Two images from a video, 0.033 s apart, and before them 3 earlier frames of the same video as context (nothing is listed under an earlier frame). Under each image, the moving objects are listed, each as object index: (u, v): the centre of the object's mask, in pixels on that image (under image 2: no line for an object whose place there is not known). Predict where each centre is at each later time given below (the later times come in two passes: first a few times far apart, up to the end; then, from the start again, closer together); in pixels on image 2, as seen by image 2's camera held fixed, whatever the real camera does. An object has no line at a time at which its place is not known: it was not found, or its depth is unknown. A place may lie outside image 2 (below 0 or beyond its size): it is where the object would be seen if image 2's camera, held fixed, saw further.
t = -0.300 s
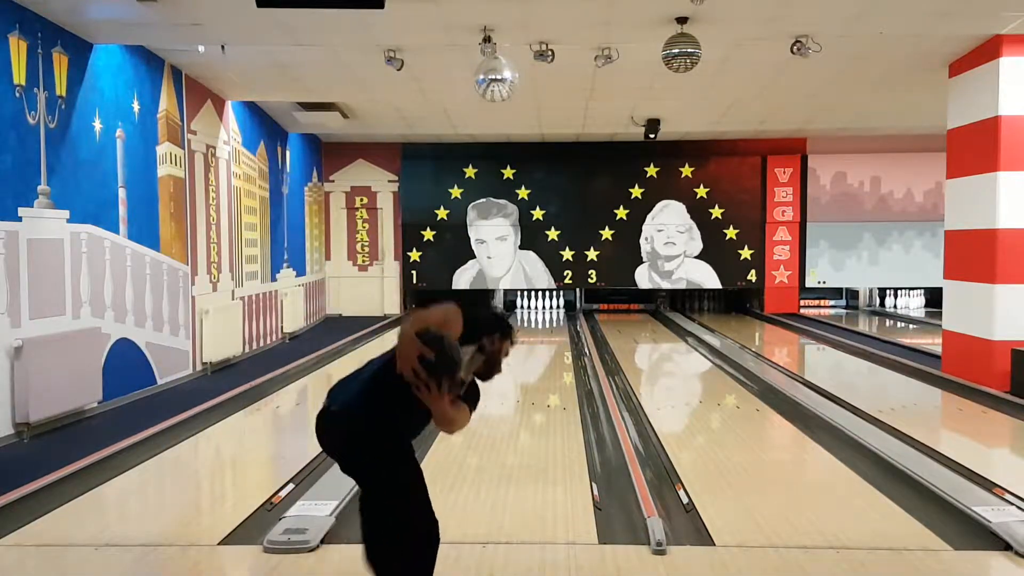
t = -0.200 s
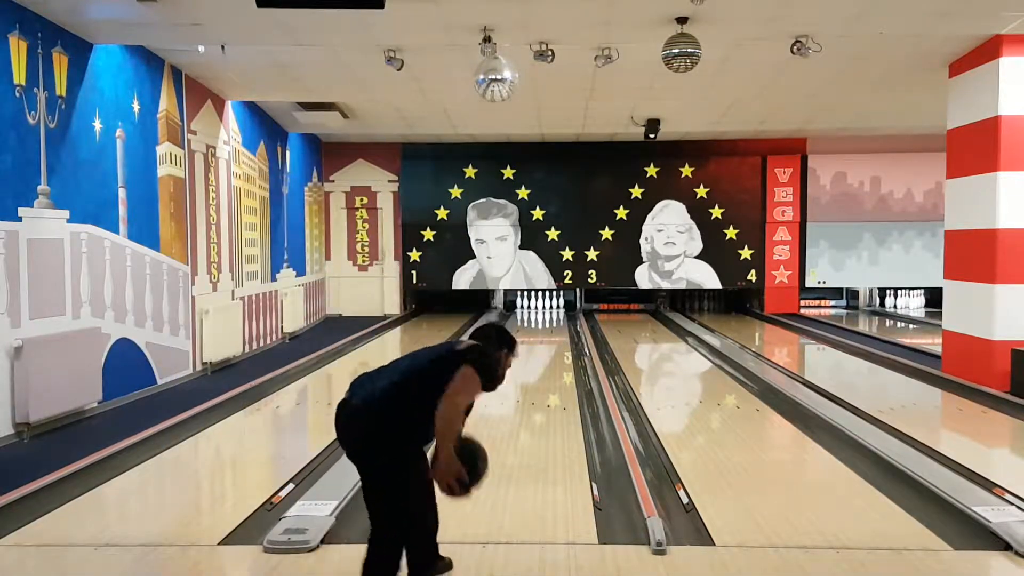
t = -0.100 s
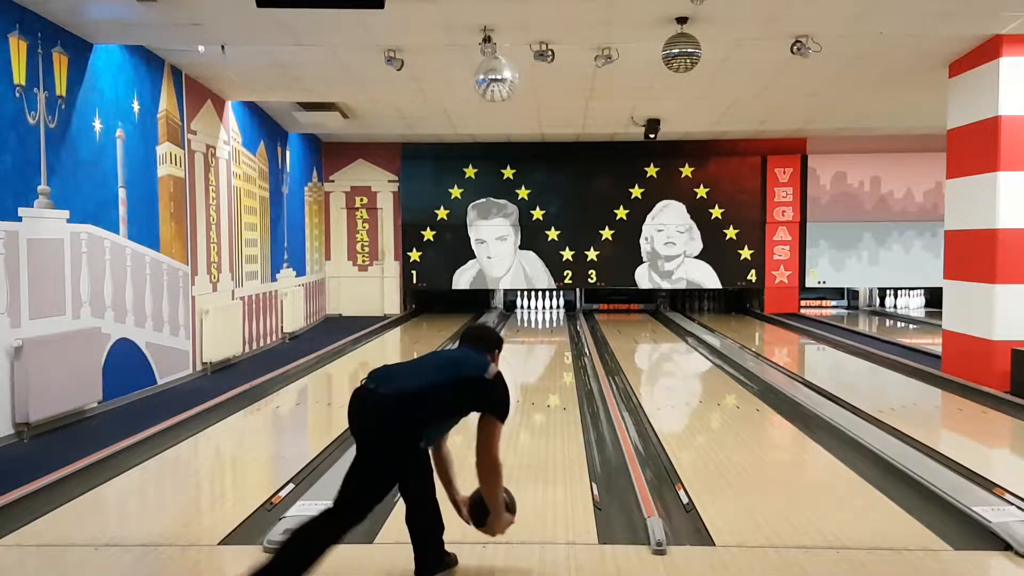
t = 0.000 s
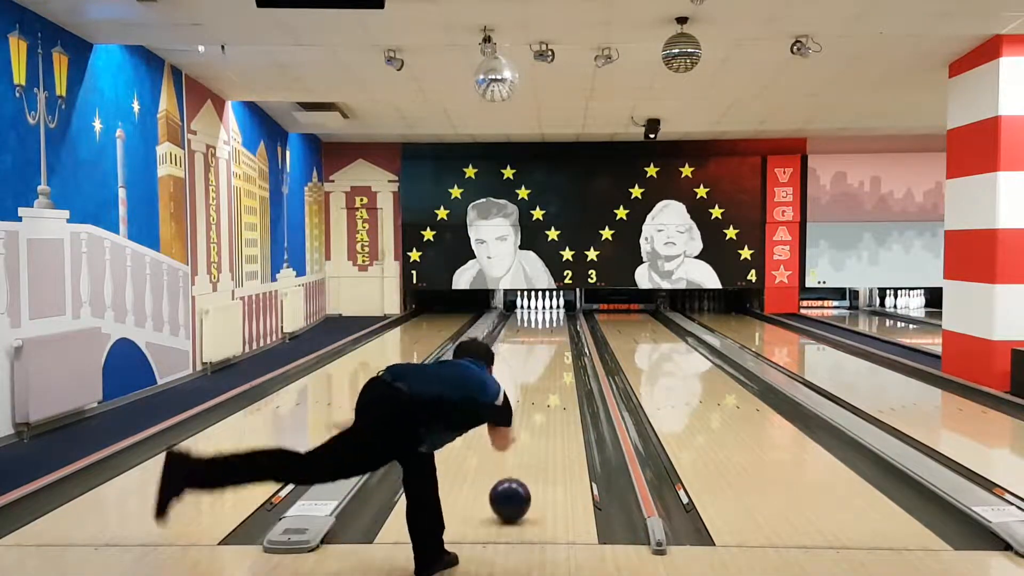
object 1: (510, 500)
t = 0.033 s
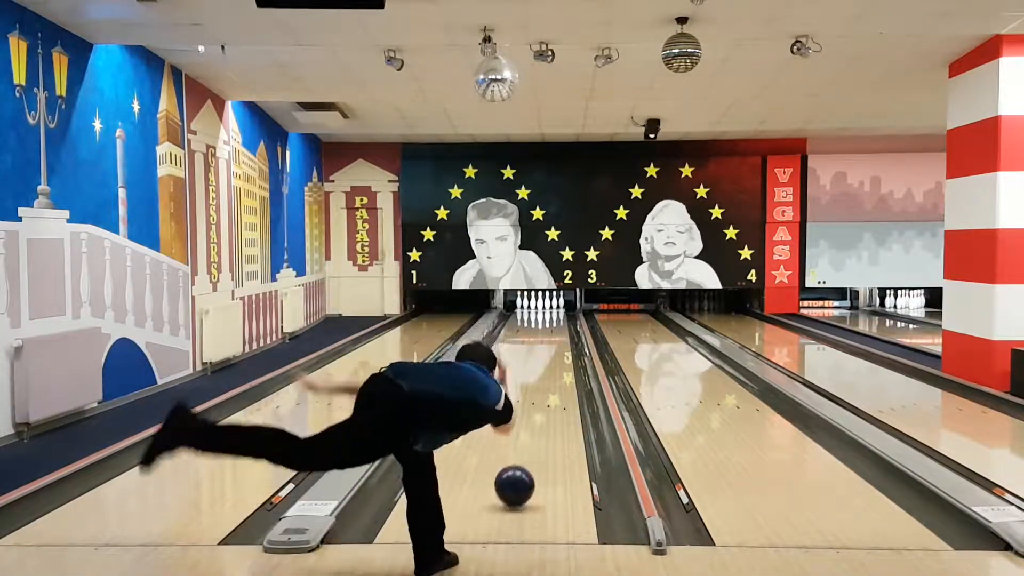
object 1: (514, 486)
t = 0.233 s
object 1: (534, 436)
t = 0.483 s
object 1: (549, 395)
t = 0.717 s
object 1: (557, 370)
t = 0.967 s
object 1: (562, 352)
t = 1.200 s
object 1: (563, 339)
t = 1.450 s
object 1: (562, 327)
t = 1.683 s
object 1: (561, 321)
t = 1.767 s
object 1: (560, 318)
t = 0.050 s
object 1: (517, 480)
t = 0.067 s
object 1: (518, 475)
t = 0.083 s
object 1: (520, 471)
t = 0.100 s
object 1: (522, 468)
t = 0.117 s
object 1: (524, 463)
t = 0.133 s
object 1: (526, 459)
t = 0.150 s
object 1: (527, 455)
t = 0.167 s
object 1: (529, 450)
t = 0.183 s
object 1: (530, 447)
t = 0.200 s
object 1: (531, 443)
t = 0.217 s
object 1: (533, 439)
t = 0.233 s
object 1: (534, 436)
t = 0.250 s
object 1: (536, 432)
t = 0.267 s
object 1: (537, 429)
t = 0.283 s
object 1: (538, 426)
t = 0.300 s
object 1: (539, 423)
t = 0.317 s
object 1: (540, 420)
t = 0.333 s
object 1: (541, 417)
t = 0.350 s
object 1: (542, 414)
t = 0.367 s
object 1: (543, 412)
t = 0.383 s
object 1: (544, 409)
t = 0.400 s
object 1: (545, 406)
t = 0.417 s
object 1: (546, 404)
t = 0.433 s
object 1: (547, 402)
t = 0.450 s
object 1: (548, 399)
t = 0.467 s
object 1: (548, 397)
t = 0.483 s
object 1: (549, 395)
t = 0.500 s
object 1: (550, 393)
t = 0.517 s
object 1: (550, 391)
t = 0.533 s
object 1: (551, 389)
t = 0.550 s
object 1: (552, 387)
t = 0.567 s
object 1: (552, 385)
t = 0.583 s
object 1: (553, 384)
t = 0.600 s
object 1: (554, 382)
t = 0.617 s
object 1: (554, 380)
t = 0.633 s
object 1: (555, 378)
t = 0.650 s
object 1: (555, 377)
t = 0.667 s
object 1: (556, 375)
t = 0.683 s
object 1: (556, 374)
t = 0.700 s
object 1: (557, 372)
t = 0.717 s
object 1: (557, 370)
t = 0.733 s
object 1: (558, 369)
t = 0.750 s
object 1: (558, 367)
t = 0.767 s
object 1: (558, 366)
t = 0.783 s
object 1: (559, 365)
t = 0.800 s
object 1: (559, 363)
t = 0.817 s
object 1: (559, 362)
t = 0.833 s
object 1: (560, 361)
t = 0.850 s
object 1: (560, 360)
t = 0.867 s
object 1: (560, 358)
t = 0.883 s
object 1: (561, 357)
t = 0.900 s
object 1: (561, 356)
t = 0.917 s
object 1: (561, 355)
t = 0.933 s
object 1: (561, 354)
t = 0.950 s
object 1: (562, 353)
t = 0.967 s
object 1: (562, 352)
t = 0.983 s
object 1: (562, 351)
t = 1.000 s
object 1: (562, 349)
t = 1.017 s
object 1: (562, 349)
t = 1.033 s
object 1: (562, 348)
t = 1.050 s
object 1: (562, 347)
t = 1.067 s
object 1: (562, 346)
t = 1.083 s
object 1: (562, 345)
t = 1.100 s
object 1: (563, 344)
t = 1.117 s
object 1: (562, 343)
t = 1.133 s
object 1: (563, 342)
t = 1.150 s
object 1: (563, 341)
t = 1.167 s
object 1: (563, 341)
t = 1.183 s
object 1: (562, 340)
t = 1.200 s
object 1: (563, 339)
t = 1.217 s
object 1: (563, 338)
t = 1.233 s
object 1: (563, 337)
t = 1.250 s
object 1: (563, 337)
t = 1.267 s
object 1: (563, 336)
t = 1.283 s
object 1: (562, 335)
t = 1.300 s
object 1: (563, 334)
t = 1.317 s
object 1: (562, 334)
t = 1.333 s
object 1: (563, 333)
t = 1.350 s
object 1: (563, 333)
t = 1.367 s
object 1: (563, 331)
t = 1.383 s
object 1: (563, 331)
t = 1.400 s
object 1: (563, 330)
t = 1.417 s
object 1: (562, 329)
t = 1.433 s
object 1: (563, 329)
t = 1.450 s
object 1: (562, 327)
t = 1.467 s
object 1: (562, 327)
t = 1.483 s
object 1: (562, 327)
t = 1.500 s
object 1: (562, 326)
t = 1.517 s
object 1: (562, 326)
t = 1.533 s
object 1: (562, 325)
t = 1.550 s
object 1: (562, 324)
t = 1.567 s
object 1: (562, 324)
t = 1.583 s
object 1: (561, 323)
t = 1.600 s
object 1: (562, 323)
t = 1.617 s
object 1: (562, 322)
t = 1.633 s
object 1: (562, 322)
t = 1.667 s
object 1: (561, 321)
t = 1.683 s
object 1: (561, 321)
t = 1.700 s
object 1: (561, 320)
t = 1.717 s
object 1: (561, 319)
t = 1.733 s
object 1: (561, 319)
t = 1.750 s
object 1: (560, 319)
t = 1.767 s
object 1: (560, 318)
